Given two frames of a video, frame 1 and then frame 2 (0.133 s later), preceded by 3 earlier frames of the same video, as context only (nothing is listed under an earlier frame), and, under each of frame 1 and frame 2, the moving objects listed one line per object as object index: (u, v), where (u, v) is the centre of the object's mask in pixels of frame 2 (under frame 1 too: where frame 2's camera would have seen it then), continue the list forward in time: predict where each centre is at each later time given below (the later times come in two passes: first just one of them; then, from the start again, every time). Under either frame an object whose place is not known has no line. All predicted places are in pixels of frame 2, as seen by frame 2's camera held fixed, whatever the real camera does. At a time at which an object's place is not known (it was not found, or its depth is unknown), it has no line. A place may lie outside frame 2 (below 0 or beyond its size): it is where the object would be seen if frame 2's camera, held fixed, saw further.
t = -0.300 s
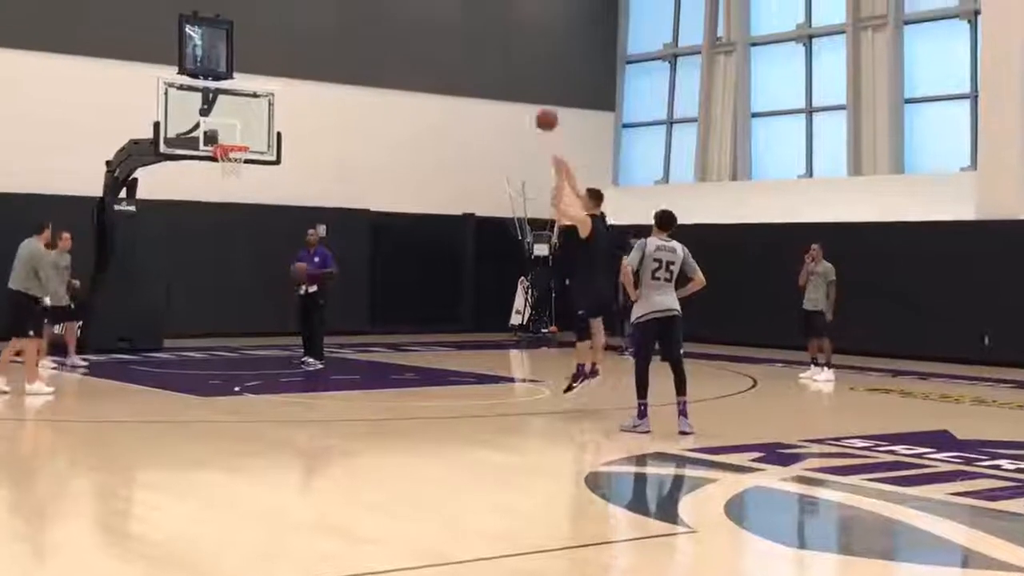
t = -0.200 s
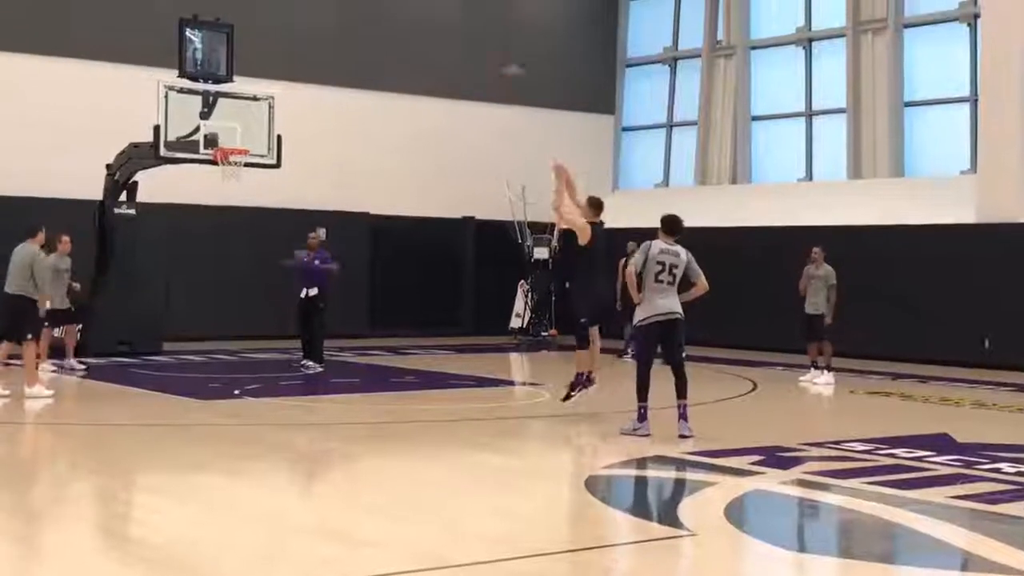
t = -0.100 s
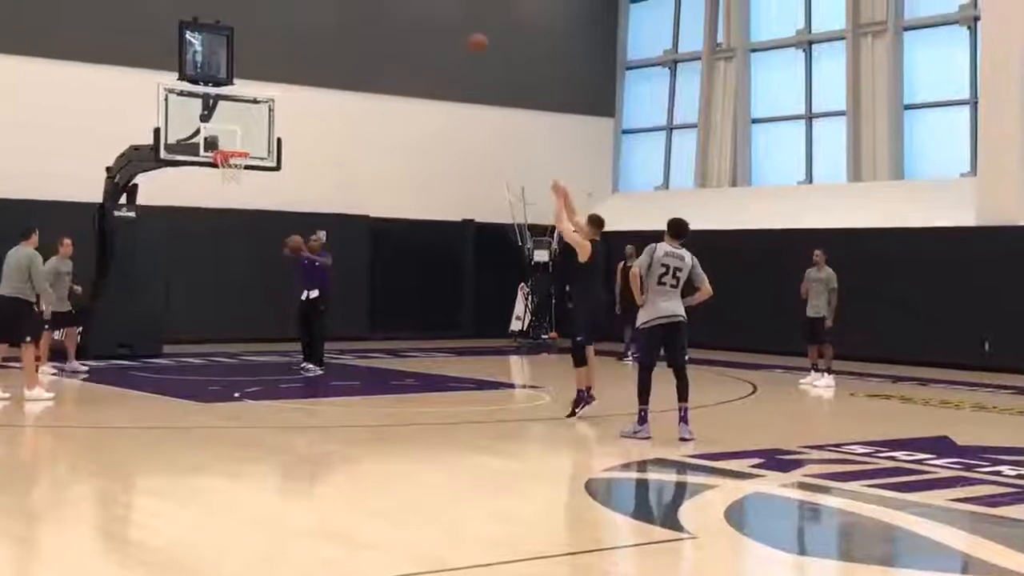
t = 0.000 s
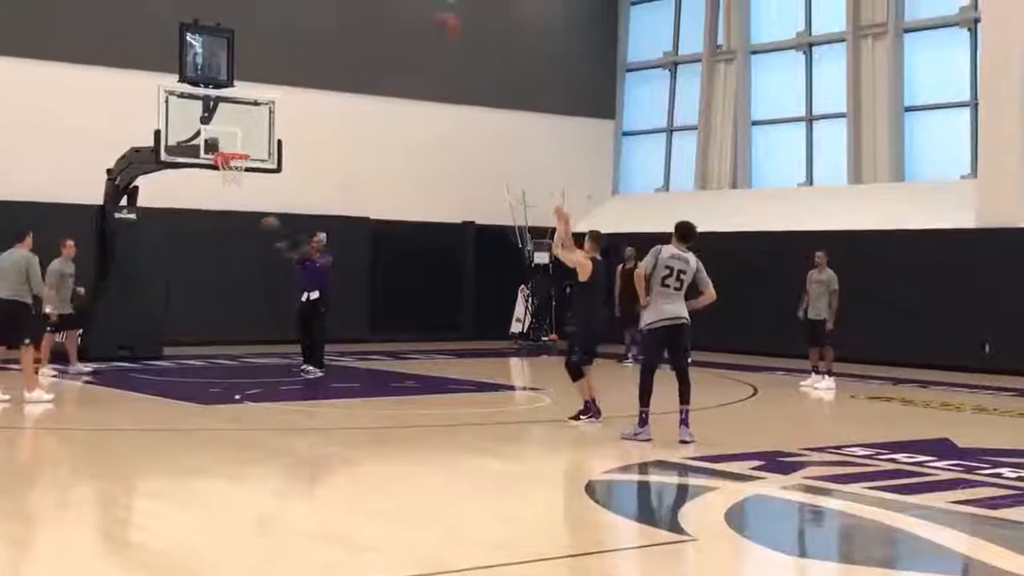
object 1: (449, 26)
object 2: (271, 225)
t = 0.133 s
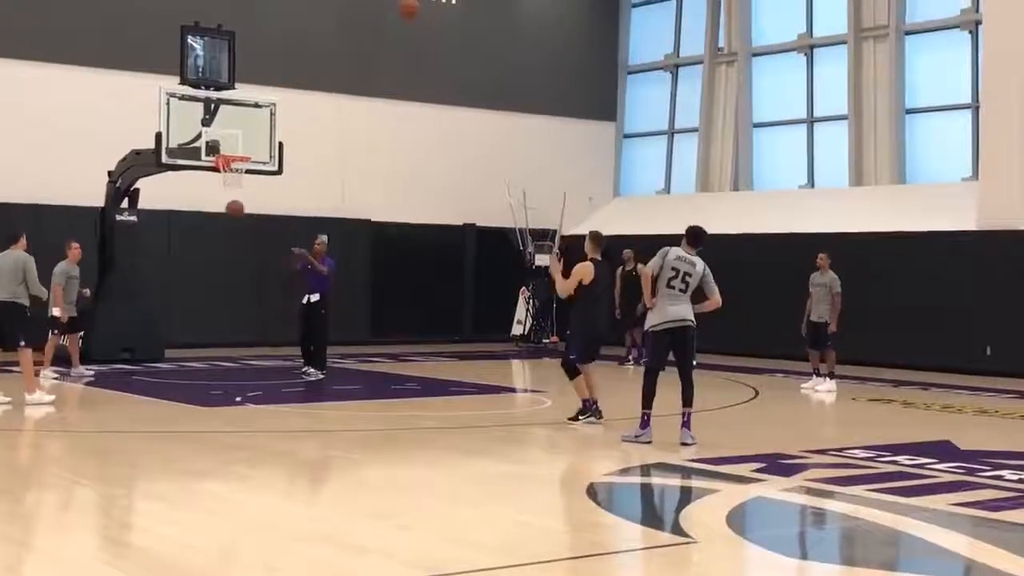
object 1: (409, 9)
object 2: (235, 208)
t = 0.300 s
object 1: (365, 9)
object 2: (186, 203)
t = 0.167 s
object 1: (399, 8)
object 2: (225, 206)
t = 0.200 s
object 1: (391, 7)
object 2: (215, 204)
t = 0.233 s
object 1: (382, 6)
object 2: (206, 203)
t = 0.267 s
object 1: (373, 8)
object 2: (196, 203)
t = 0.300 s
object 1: (365, 9)
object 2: (186, 203)
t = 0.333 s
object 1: (359, 9)
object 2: (175, 204)
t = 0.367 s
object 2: (165, 205)
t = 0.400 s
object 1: (343, 17)
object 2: (155, 208)
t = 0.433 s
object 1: (331, 23)
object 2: (144, 215)
